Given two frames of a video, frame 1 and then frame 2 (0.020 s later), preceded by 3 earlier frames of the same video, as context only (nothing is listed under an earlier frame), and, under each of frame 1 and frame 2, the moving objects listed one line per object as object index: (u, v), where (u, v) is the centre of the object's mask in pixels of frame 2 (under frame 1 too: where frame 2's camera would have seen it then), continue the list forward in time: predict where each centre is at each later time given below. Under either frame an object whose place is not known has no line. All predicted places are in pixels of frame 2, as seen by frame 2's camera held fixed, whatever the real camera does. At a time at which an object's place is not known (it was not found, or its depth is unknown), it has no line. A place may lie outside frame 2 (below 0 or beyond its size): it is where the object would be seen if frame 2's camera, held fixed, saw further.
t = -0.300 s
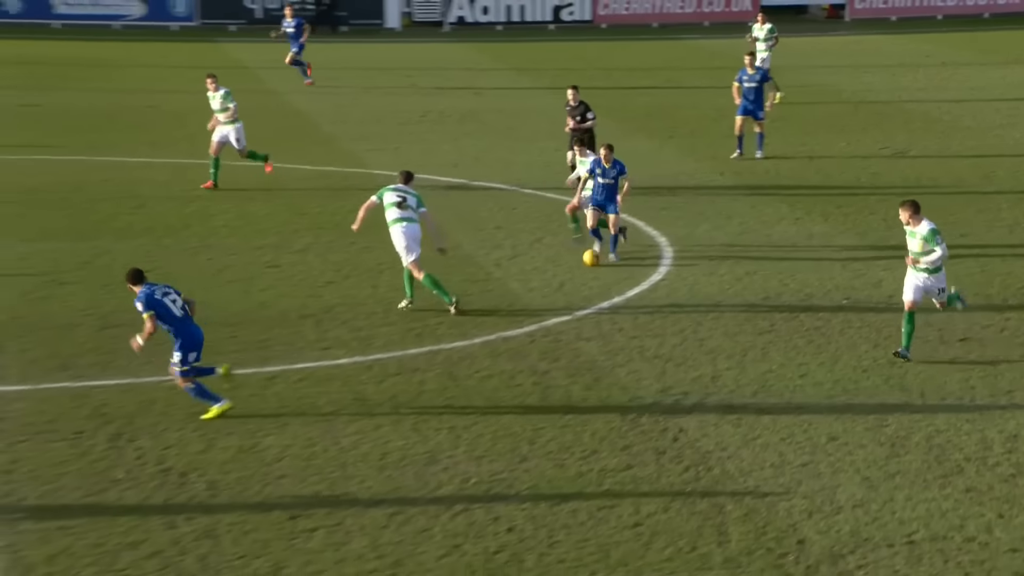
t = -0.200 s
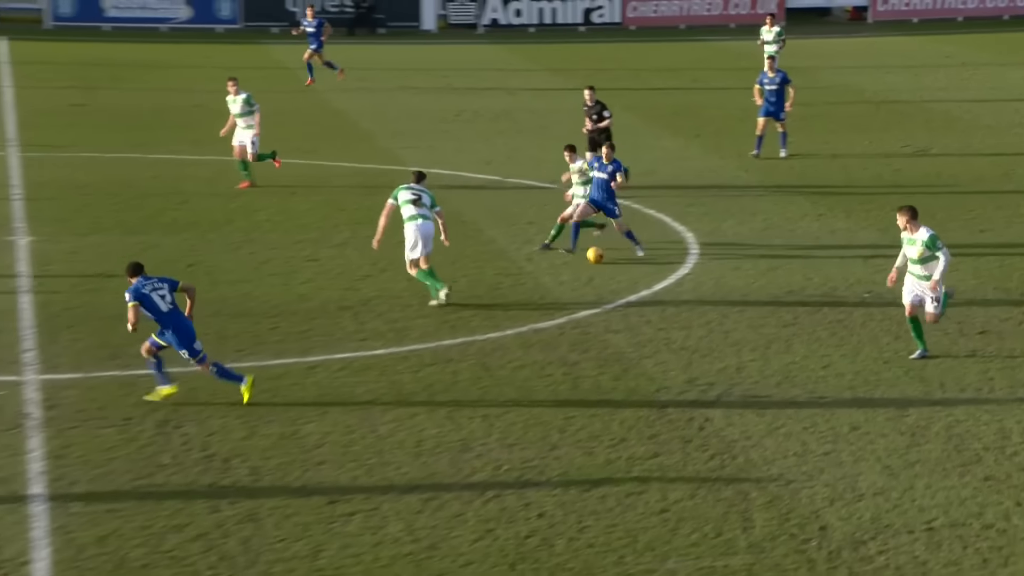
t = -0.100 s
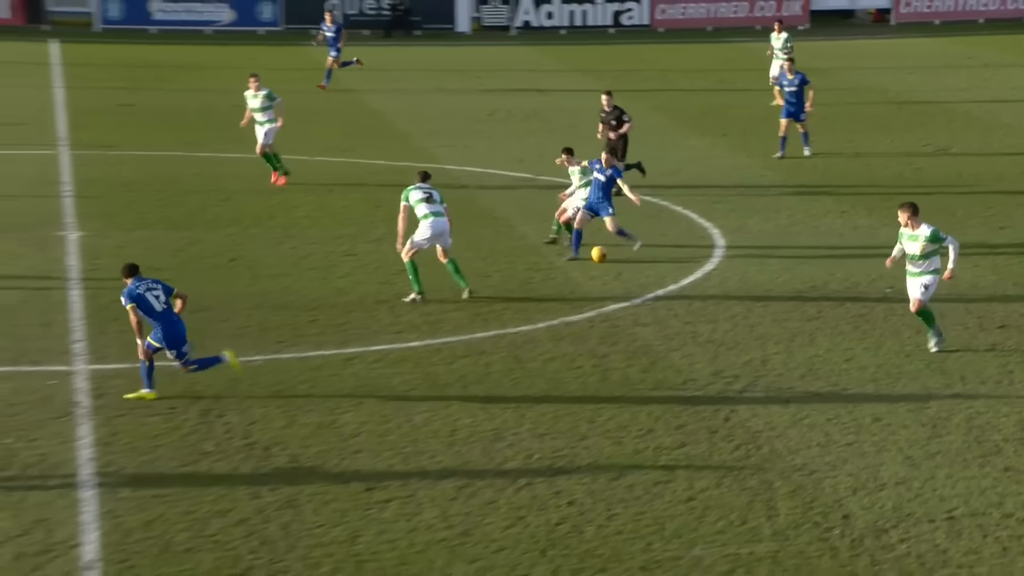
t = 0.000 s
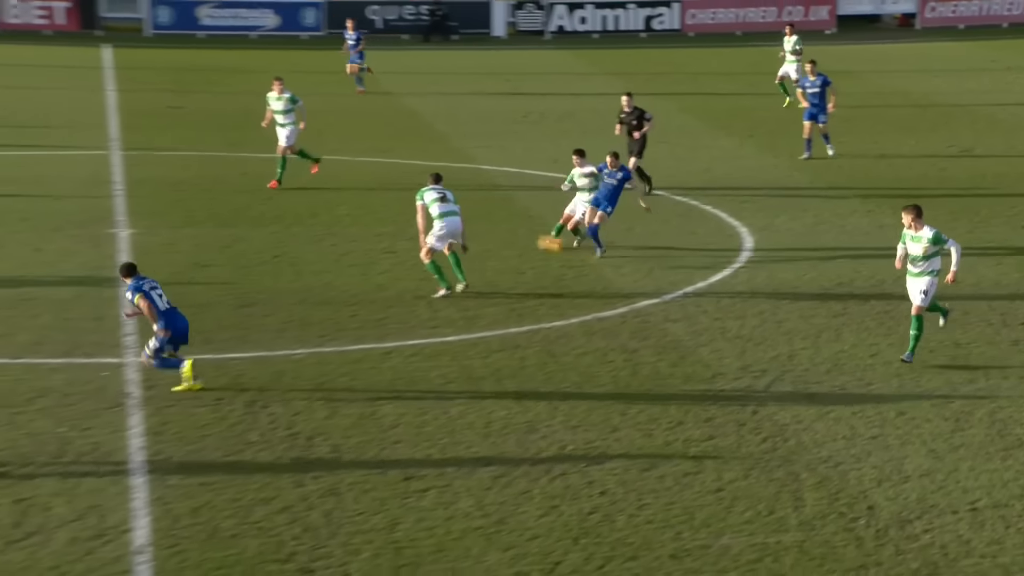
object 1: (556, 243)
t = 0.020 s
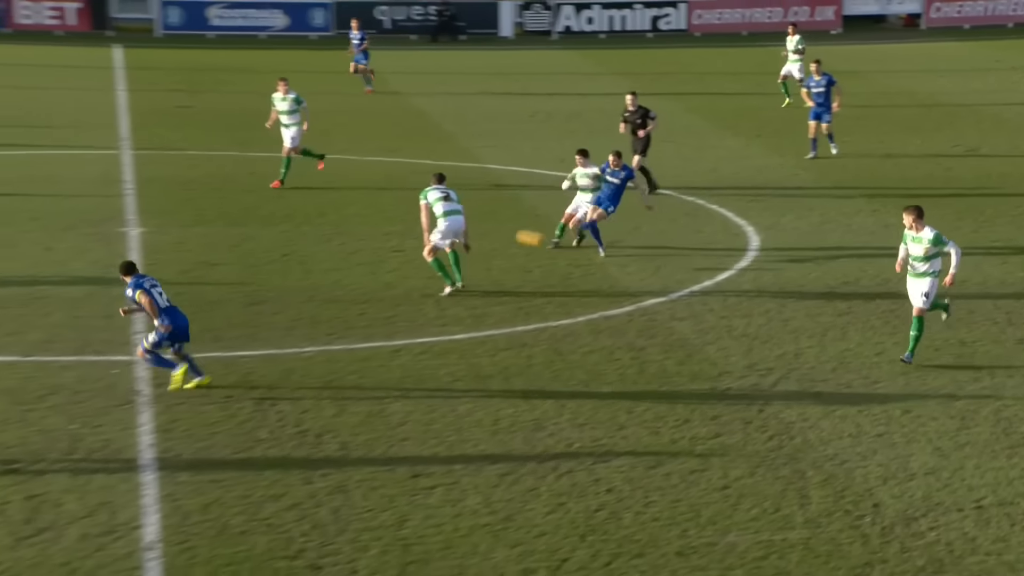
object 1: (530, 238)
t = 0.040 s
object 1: (501, 234)
